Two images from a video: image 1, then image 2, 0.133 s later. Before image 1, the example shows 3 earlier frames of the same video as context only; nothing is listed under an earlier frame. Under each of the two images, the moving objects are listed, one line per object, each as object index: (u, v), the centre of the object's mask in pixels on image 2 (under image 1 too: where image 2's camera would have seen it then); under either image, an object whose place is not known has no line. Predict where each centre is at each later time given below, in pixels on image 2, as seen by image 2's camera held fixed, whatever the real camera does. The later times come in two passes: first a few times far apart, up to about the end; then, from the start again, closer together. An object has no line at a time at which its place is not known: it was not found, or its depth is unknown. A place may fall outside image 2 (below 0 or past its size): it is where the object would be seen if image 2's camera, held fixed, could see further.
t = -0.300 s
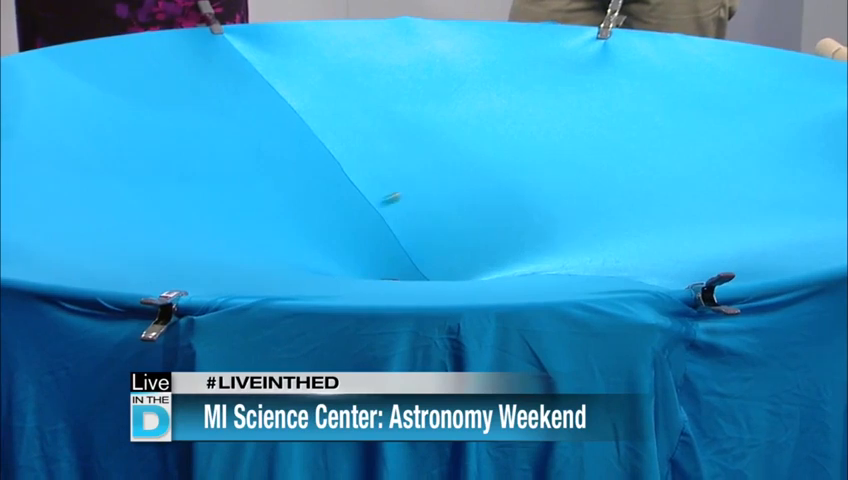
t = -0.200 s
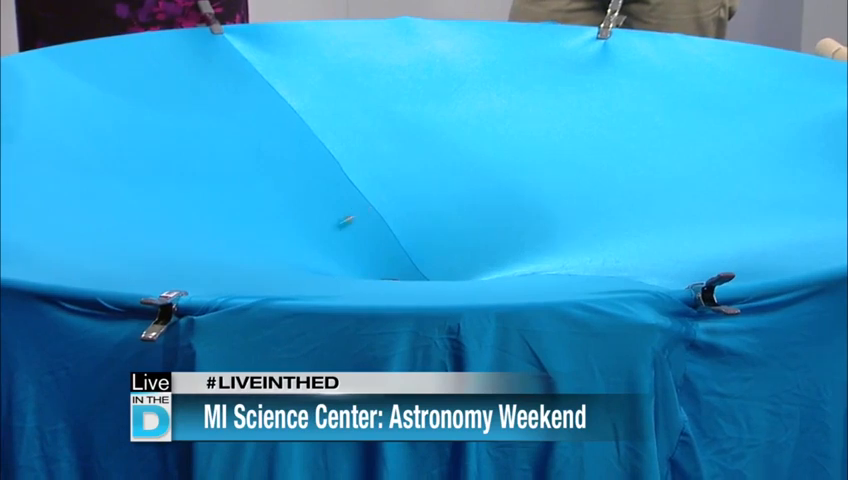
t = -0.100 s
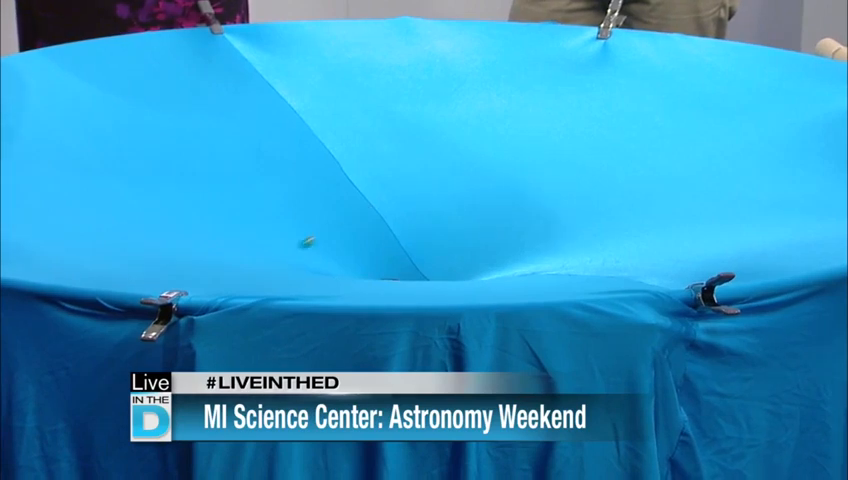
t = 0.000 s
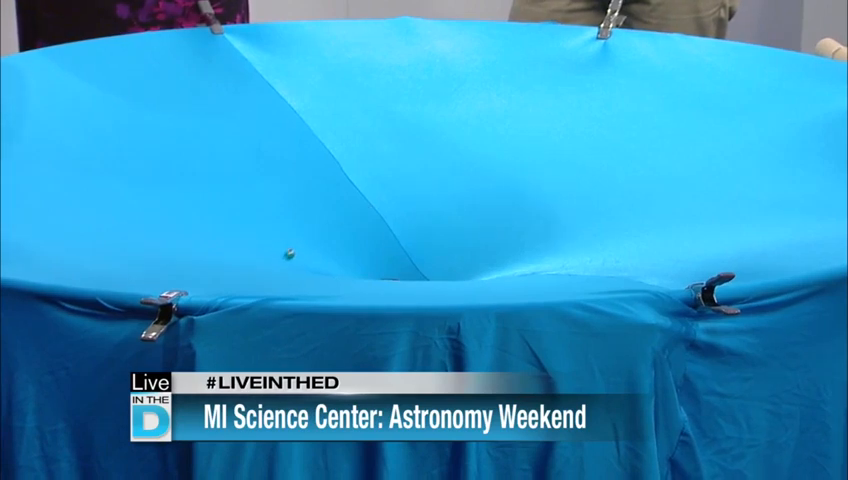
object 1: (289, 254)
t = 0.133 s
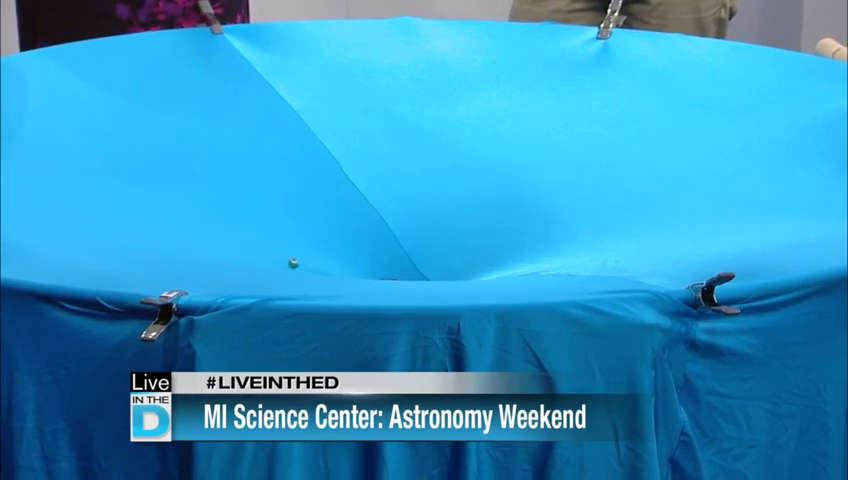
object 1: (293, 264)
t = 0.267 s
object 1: (317, 270)
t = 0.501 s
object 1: (387, 277)
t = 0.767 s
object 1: (468, 276)
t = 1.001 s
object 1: (515, 266)
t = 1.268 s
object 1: (467, 225)
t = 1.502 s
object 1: (361, 199)
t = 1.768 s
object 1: (259, 197)
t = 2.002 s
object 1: (228, 220)
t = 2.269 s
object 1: (281, 258)
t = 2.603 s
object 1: (469, 278)
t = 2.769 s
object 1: (524, 249)
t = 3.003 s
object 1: (525, 212)
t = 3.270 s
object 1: (452, 208)
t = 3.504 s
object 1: (353, 246)
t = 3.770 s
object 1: (325, 271)
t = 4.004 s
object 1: (389, 278)
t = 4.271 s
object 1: (477, 278)
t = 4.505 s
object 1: (481, 256)
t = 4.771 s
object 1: (376, 232)
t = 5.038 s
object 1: (286, 238)
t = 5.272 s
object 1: (299, 261)
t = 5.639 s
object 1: (462, 277)
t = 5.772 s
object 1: (478, 253)
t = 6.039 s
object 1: (428, 228)
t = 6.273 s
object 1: (347, 259)
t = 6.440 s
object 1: (342, 275)
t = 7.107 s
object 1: (444, 253)
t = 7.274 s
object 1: (372, 261)
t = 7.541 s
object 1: (333, 272)
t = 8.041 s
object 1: (439, 263)
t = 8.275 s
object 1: (363, 257)
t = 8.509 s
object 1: (343, 275)
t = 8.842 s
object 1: (447, 276)
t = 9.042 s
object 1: (412, 261)
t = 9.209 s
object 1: (359, 277)
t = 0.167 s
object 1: (297, 265)
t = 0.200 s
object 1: (303, 267)
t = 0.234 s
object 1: (310, 268)
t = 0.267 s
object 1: (317, 270)
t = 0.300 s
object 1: (325, 271)
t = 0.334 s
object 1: (334, 272)
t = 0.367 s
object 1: (343, 273)
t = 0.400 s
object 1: (353, 274)
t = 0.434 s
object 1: (364, 275)
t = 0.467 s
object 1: (374, 276)
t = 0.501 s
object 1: (387, 277)
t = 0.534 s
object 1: (396, 277)
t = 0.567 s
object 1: (406, 277)
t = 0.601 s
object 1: (418, 277)
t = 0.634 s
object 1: (428, 277)
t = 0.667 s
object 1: (439, 277)
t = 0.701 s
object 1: (449, 277)
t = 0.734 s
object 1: (458, 277)
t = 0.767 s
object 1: (468, 276)
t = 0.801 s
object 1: (478, 276)
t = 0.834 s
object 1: (487, 276)
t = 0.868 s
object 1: (495, 274)
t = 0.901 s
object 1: (502, 273)
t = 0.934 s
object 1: (508, 271)
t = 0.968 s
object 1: (512, 269)
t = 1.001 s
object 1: (515, 266)
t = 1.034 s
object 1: (515, 262)
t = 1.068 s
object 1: (514, 258)
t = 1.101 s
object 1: (511, 253)
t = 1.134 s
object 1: (506, 249)
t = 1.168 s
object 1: (499, 243)
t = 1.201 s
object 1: (490, 236)
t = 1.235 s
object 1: (479, 230)
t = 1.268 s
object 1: (467, 225)
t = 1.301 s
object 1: (453, 219)
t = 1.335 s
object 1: (440, 214)
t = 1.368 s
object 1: (425, 210)
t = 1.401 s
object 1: (409, 206)
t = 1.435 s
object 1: (394, 203)
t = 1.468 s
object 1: (377, 201)
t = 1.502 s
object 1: (361, 199)
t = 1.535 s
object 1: (346, 197)
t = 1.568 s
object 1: (332, 196)
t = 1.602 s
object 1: (317, 194)
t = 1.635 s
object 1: (304, 194)
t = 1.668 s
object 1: (292, 194)
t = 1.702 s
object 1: (279, 195)
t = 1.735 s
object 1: (269, 196)
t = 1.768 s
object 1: (259, 197)
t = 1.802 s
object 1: (251, 199)
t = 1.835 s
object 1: (244, 202)
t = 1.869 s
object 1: (238, 205)
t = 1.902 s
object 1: (234, 208)
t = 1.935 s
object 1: (230, 211)
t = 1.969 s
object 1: (229, 215)
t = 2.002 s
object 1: (228, 220)
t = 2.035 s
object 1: (229, 224)
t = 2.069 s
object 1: (232, 229)
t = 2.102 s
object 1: (236, 233)
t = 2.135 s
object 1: (242, 238)
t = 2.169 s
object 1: (249, 243)
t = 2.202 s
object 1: (258, 248)
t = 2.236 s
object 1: (269, 253)
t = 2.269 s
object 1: (281, 258)
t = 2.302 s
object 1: (295, 263)
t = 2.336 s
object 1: (311, 268)
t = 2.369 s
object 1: (326, 271)
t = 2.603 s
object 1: (469, 278)
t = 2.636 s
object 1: (483, 275)
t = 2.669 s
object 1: (496, 271)
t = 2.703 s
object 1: (507, 263)
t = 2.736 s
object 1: (517, 256)
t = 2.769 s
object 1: (524, 249)
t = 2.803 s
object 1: (529, 243)
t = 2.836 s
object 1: (532, 237)
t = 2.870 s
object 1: (534, 230)
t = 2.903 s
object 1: (534, 225)
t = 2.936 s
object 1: (533, 220)
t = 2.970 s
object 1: (529, 215)
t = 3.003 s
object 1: (525, 212)
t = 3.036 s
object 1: (520, 209)
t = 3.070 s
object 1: (513, 207)
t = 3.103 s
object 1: (505, 205)
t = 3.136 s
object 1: (496, 204)
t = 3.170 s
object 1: (487, 204)
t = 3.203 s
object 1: (476, 204)
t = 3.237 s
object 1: (464, 206)
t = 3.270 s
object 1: (452, 208)
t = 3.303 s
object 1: (440, 211)
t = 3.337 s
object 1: (427, 215)
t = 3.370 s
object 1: (412, 220)
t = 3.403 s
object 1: (398, 225)
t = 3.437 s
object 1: (382, 232)
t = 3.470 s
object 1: (367, 240)
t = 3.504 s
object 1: (353, 246)
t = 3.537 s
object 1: (340, 253)
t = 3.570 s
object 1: (330, 258)
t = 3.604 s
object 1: (322, 261)
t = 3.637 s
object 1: (318, 264)
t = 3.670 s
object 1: (317, 266)
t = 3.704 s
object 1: (318, 268)
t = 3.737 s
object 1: (321, 269)
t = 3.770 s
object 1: (325, 271)
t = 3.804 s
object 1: (330, 272)
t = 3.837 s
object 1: (338, 273)
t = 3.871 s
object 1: (347, 274)
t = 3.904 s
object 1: (357, 275)
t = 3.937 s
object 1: (367, 276)
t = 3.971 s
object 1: (378, 277)
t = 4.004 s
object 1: (389, 278)
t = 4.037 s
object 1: (399, 278)
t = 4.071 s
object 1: (411, 278)
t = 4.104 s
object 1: (423, 279)
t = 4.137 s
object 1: (436, 279)
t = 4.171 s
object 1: (446, 279)
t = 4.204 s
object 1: (457, 279)
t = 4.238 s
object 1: (468, 278)
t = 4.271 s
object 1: (477, 278)
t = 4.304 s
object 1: (483, 276)
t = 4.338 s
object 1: (489, 274)
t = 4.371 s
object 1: (491, 272)
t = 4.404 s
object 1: (492, 268)
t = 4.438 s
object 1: (491, 264)
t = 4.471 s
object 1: (487, 260)
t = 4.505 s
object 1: (481, 256)
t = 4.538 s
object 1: (473, 250)
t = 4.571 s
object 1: (463, 246)
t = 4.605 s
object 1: (450, 242)
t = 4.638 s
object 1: (437, 239)
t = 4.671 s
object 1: (423, 236)
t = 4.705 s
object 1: (408, 234)
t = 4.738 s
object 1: (393, 232)
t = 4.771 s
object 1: (376, 232)
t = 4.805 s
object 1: (361, 231)
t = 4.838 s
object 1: (346, 230)
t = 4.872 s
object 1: (332, 231)
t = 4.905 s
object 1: (320, 231)
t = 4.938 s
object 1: (309, 232)
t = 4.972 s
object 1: (299, 233)
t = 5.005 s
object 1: (291, 235)
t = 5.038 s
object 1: (286, 238)
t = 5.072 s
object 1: (282, 240)
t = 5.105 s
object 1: (281, 243)
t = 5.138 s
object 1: (280, 246)
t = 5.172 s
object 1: (282, 250)
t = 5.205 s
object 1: (286, 253)
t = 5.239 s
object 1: (292, 257)
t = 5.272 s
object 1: (299, 261)
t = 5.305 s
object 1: (308, 265)
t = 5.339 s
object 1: (318, 269)
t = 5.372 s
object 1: (332, 273)
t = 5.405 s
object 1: (345, 276)
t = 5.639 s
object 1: (462, 277)
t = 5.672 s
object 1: (469, 274)
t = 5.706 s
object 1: (474, 266)
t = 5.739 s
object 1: (477, 259)
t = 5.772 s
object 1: (478, 253)
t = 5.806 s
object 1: (476, 246)
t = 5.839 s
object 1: (473, 241)
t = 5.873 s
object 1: (469, 236)
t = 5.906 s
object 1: (463, 232)
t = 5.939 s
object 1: (456, 230)
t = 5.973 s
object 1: (448, 228)
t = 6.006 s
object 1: (439, 228)
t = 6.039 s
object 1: (428, 228)
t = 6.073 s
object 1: (417, 230)
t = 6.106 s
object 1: (406, 232)
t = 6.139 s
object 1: (394, 236)
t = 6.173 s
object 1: (382, 241)
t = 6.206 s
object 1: (370, 247)
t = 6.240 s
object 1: (358, 253)
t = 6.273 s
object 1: (347, 259)
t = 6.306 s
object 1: (340, 264)
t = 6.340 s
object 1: (337, 268)
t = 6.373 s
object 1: (335, 271)
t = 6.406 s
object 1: (338, 273)
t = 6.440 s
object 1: (342, 275)
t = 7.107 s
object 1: (444, 253)
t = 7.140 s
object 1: (432, 253)
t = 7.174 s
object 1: (417, 254)
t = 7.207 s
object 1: (403, 256)
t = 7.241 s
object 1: (387, 259)
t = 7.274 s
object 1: (372, 261)
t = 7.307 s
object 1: (357, 264)
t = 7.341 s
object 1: (345, 265)
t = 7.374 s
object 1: (336, 266)
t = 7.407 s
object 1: (331, 267)
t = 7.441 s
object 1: (328, 268)
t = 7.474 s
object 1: (327, 269)
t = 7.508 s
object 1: (329, 271)
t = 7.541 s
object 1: (333, 272)
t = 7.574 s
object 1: (338, 274)
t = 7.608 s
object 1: (345, 275)
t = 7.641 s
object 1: (355, 278)
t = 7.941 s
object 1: (450, 277)
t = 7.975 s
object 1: (448, 273)
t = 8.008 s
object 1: (445, 268)
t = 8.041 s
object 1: (439, 263)
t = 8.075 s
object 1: (430, 259)
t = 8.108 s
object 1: (422, 255)
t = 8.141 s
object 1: (411, 254)
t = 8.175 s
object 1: (400, 252)
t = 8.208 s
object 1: (388, 254)
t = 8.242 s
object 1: (375, 255)
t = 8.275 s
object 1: (363, 257)
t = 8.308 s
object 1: (353, 258)
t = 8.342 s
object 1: (345, 261)
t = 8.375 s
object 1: (339, 263)
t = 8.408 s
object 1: (336, 267)
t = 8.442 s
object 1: (336, 270)
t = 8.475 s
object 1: (339, 273)
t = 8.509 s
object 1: (343, 275)
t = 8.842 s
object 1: (447, 276)
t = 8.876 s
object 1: (446, 272)
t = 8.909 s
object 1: (442, 268)
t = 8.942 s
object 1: (438, 265)
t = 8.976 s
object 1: (431, 262)
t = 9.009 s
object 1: (422, 261)
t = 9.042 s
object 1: (412, 261)
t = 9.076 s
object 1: (401, 264)
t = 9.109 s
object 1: (388, 268)
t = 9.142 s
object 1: (375, 273)
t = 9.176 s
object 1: (366, 276)
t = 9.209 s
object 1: (359, 277)
